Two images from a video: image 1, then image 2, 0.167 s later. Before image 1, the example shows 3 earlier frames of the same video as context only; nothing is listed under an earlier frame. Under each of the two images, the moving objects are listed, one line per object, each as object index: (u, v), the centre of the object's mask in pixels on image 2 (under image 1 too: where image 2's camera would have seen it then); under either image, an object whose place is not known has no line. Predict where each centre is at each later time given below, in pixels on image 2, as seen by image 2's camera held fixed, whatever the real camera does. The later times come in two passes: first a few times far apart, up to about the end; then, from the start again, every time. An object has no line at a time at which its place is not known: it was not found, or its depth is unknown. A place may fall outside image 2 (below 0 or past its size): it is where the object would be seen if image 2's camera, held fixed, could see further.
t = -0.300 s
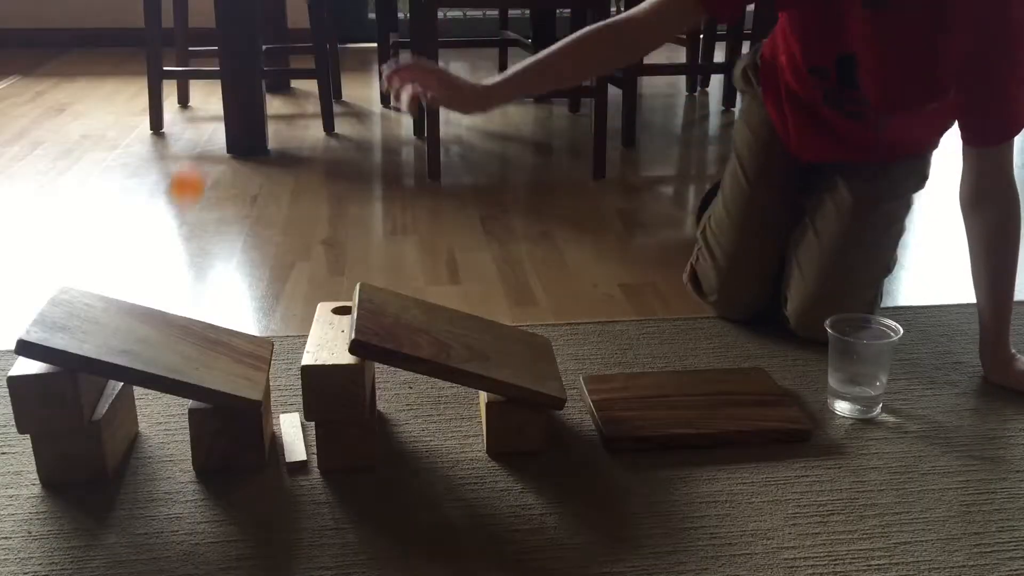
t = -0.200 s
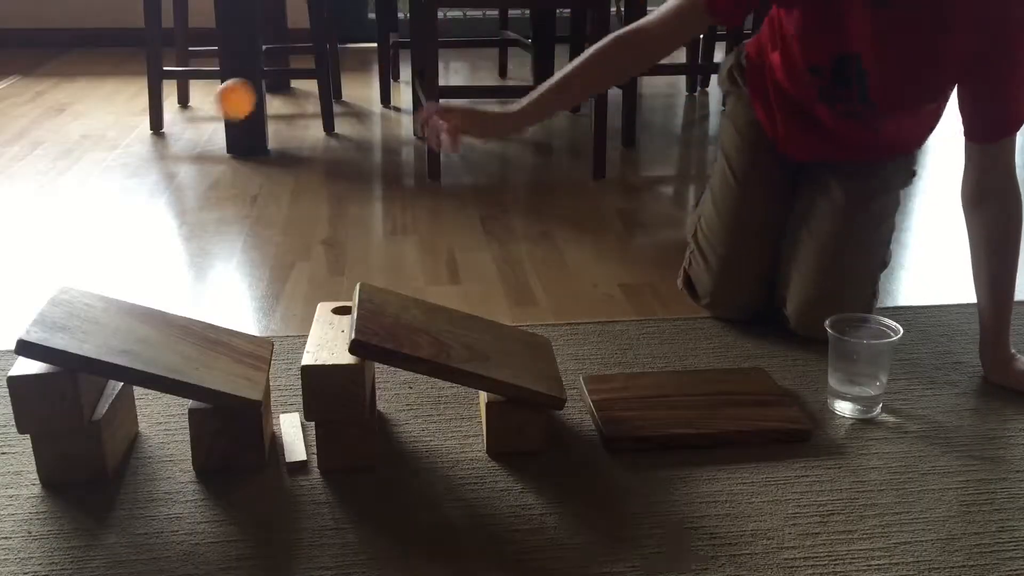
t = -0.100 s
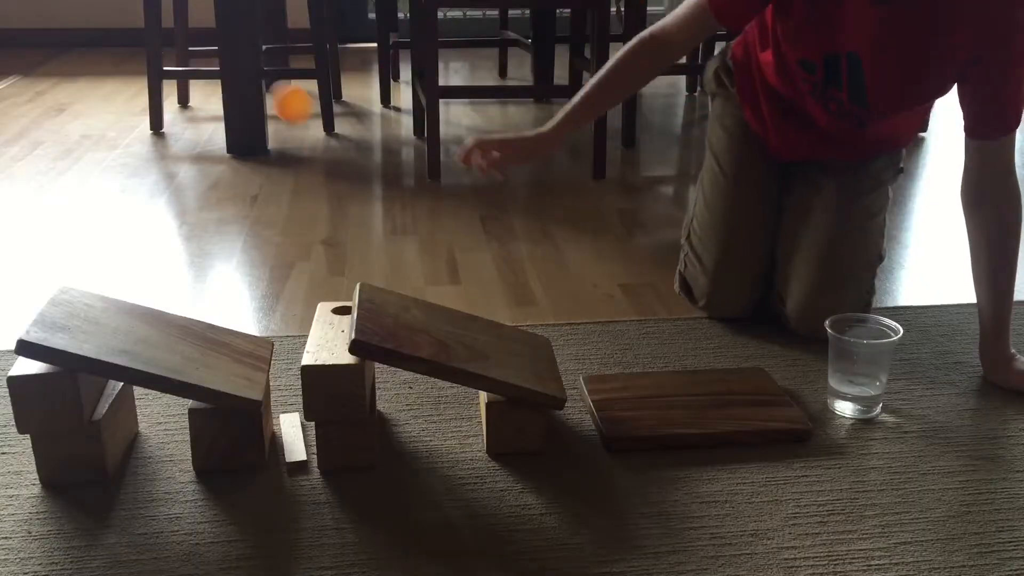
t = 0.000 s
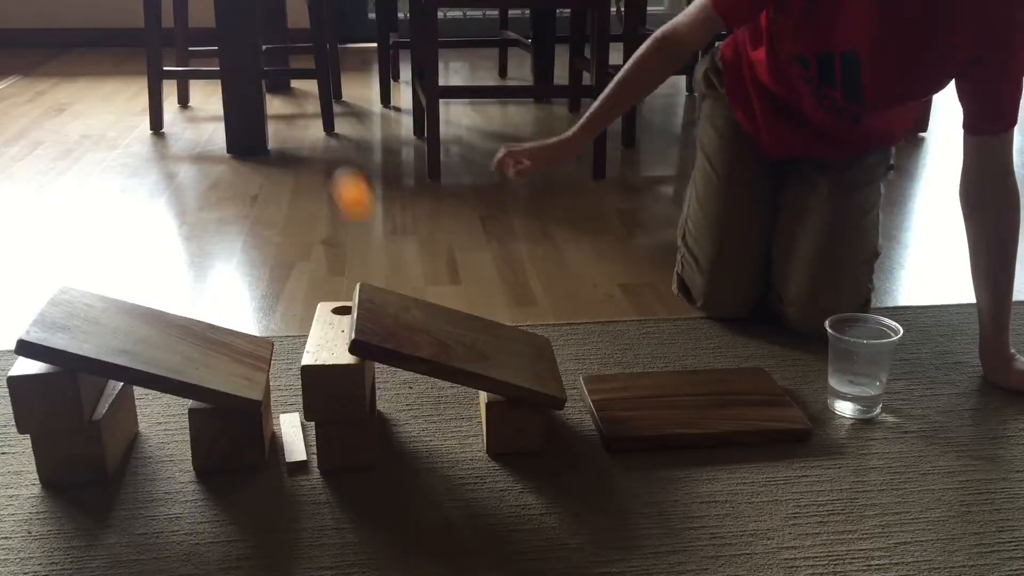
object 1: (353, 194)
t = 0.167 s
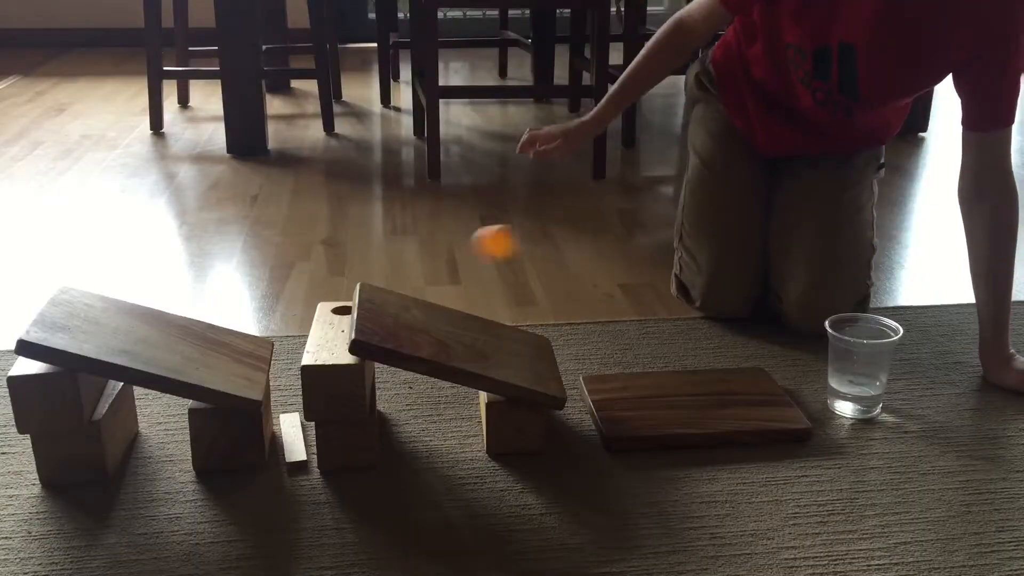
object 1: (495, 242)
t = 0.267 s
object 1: (591, 268)
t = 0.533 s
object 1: (809, 281)
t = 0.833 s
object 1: (858, 384)
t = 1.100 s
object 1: (853, 380)
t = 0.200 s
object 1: (528, 243)
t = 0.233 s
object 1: (560, 251)
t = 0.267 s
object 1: (591, 268)
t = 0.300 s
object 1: (623, 293)
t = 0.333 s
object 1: (653, 325)
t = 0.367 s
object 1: (683, 373)
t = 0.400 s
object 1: (709, 365)
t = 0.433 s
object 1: (736, 331)
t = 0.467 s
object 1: (760, 307)
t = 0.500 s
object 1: (785, 289)
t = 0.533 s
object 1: (809, 281)
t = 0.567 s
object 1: (831, 279)
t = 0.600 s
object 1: (852, 286)
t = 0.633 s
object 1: (871, 299)
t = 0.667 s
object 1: (885, 314)
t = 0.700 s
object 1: (884, 318)
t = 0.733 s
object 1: (879, 326)
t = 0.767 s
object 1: (872, 343)
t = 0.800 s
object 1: (862, 371)
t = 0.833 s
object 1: (858, 384)
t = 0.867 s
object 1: (857, 386)
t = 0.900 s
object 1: (856, 383)
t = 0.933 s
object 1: (855, 379)
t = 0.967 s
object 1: (855, 377)
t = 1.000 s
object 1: (855, 378)
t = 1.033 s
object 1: (855, 380)
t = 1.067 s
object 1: (854, 380)
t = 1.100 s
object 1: (853, 380)
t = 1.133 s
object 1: (853, 380)
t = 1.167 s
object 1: (853, 380)
